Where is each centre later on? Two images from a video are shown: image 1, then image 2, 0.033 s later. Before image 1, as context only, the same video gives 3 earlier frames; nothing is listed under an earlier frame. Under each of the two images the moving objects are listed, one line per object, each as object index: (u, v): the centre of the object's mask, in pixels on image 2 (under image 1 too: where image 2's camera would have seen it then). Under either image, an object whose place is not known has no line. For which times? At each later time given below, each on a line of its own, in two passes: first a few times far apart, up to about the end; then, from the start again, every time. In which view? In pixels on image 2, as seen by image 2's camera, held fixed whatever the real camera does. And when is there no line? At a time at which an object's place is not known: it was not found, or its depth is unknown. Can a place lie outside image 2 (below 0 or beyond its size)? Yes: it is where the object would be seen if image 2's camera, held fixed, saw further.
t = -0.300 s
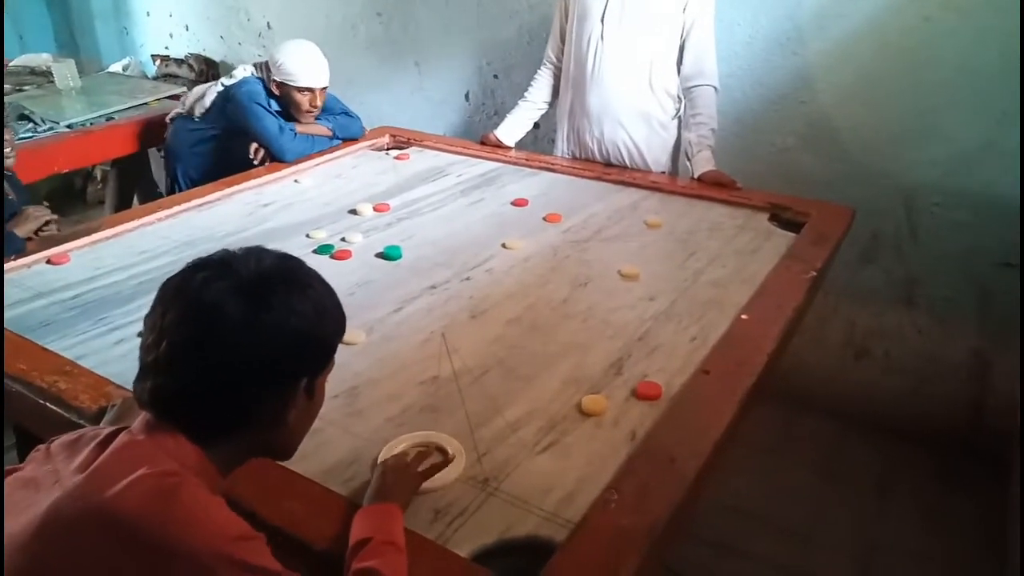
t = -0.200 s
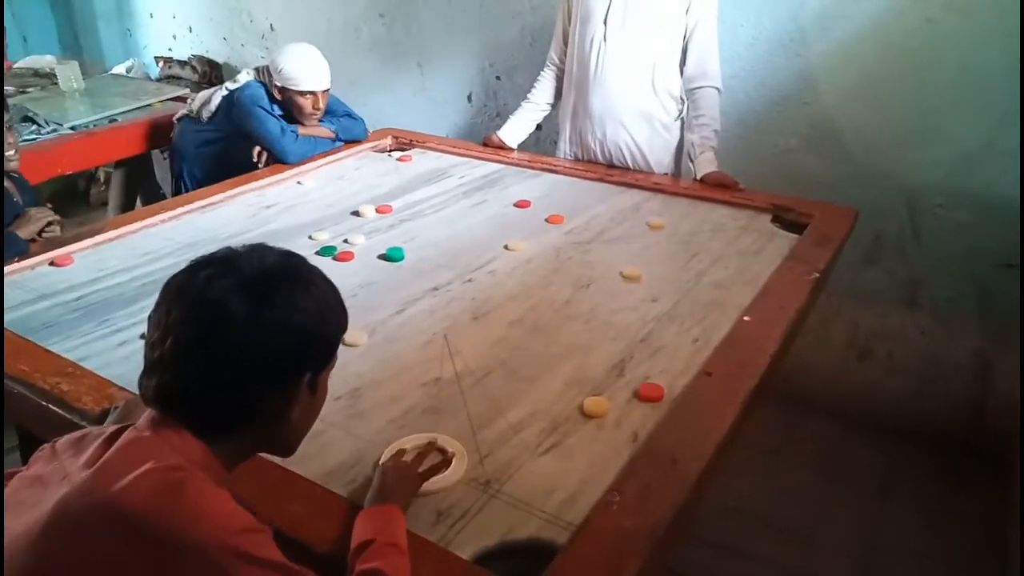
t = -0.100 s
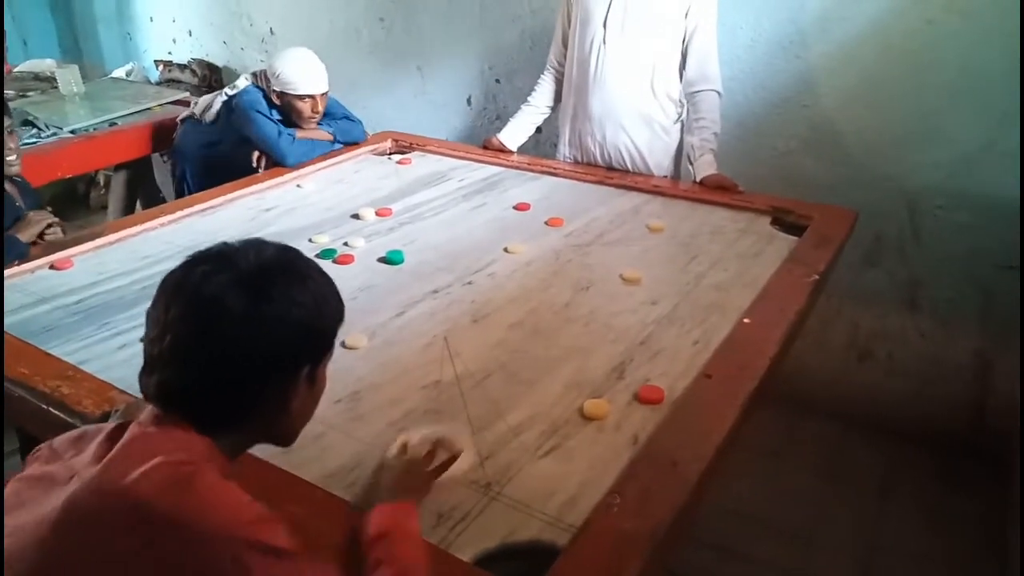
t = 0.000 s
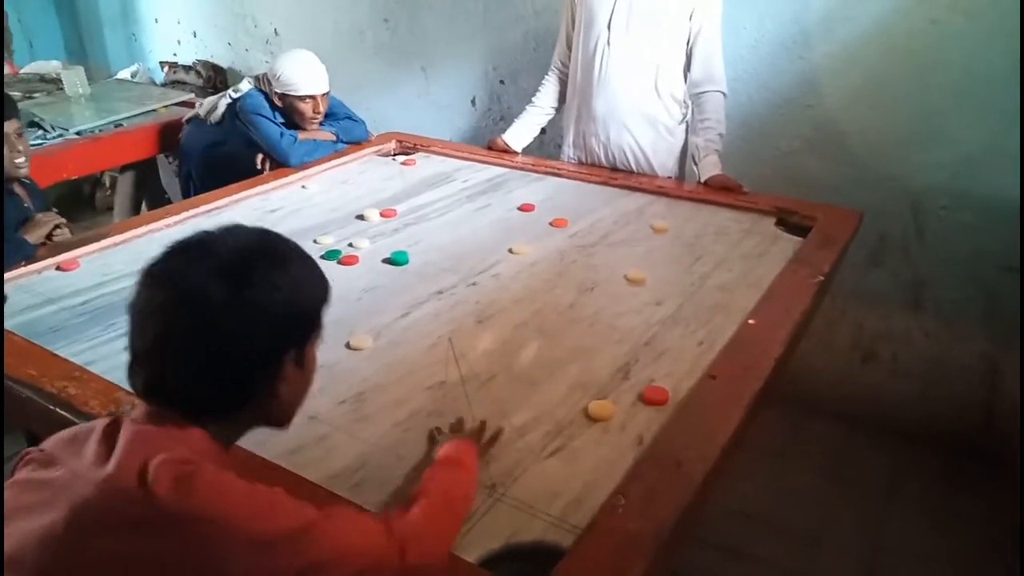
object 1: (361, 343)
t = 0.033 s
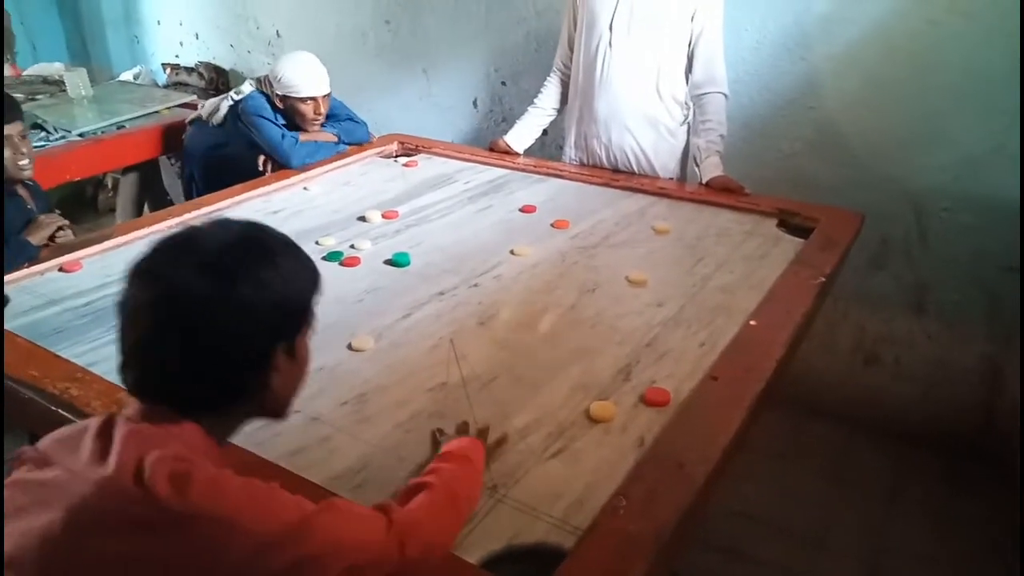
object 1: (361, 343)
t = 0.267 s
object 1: (362, 343)
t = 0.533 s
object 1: (361, 344)
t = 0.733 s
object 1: (301, 344)
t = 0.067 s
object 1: (362, 343)
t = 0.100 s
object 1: (362, 343)
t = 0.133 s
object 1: (362, 343)
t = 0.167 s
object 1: (362, 343)
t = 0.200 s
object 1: (362, 343)
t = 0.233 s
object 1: (362, 343)
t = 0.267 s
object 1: (362, 343)
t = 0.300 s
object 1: (362, 343)
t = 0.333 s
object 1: (362, 343)
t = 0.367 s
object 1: (362, 343)
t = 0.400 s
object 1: (361, 344)
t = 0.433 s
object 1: (361, 344)
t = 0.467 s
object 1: (361, 344)
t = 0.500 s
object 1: (361, 344)
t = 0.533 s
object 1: (361, 344)
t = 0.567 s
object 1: (361, 344)
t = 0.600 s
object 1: (361, 344)
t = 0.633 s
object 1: (359, 344)
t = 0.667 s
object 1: (340, 344)
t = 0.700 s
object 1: (320, 344)
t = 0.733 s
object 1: (301, 344)
